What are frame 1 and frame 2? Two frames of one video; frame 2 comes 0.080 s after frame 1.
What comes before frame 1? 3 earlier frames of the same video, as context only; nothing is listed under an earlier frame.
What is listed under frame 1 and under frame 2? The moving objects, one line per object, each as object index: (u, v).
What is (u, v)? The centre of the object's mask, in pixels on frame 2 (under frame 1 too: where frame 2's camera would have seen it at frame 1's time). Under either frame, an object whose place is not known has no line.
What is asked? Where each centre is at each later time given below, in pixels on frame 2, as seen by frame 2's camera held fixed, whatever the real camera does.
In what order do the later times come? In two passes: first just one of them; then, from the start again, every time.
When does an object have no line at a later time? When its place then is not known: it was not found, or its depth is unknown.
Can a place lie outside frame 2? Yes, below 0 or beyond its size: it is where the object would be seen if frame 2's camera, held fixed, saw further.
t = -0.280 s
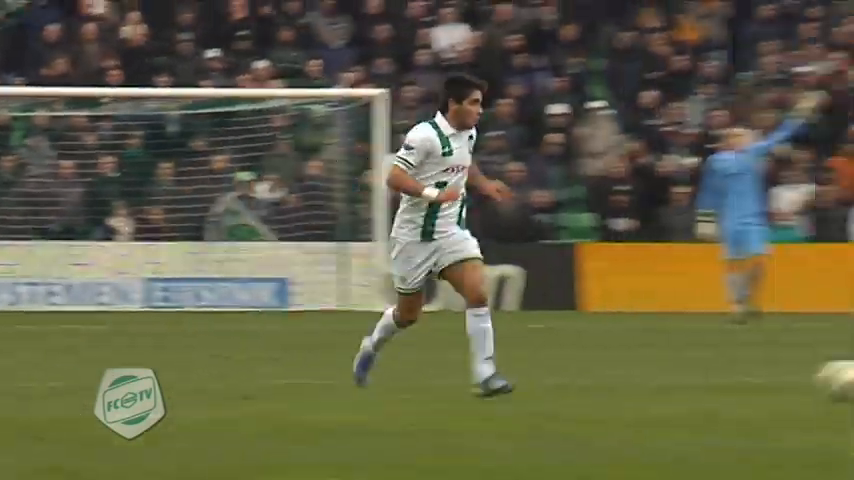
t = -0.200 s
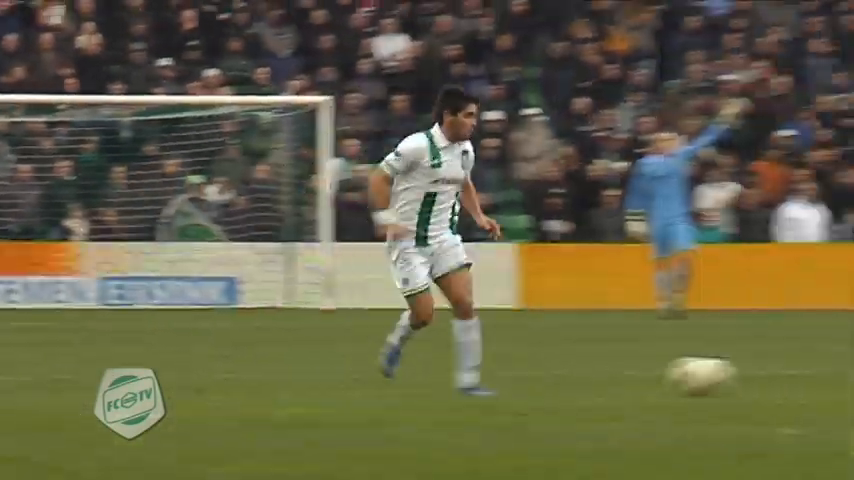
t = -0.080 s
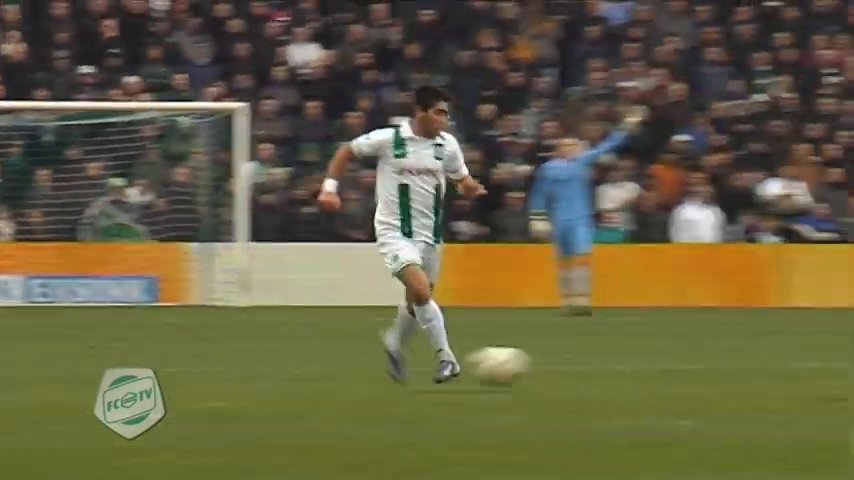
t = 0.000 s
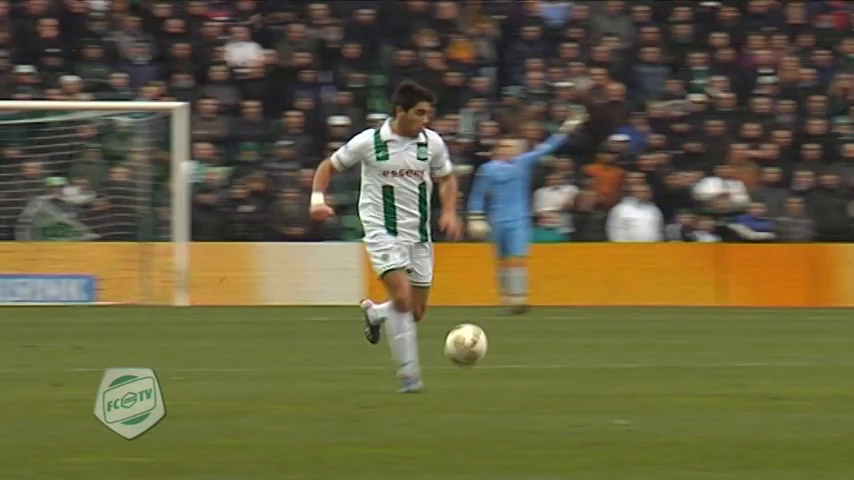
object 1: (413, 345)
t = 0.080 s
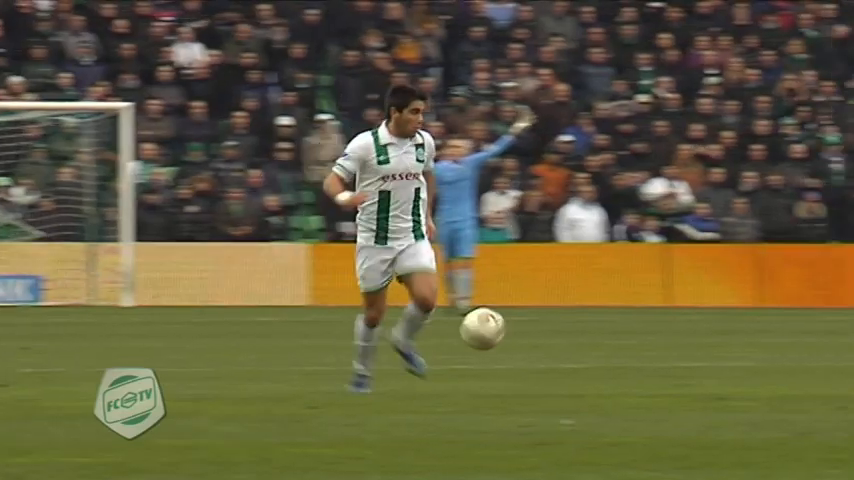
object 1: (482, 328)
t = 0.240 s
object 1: (632, 331)
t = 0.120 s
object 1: (518, 324)
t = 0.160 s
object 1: (556, 323)
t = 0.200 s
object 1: (594, 326)
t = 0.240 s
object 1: (632, 331)
